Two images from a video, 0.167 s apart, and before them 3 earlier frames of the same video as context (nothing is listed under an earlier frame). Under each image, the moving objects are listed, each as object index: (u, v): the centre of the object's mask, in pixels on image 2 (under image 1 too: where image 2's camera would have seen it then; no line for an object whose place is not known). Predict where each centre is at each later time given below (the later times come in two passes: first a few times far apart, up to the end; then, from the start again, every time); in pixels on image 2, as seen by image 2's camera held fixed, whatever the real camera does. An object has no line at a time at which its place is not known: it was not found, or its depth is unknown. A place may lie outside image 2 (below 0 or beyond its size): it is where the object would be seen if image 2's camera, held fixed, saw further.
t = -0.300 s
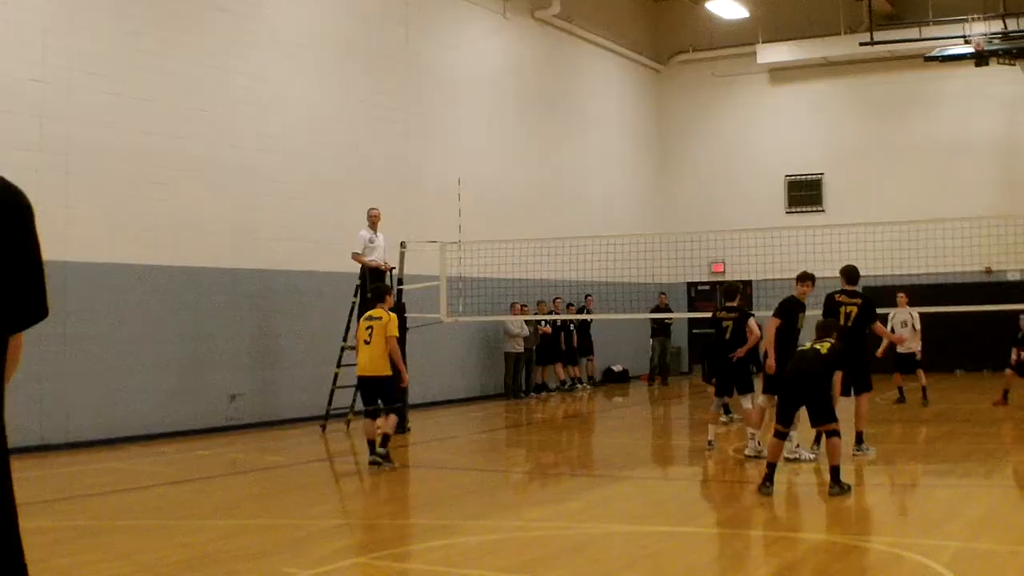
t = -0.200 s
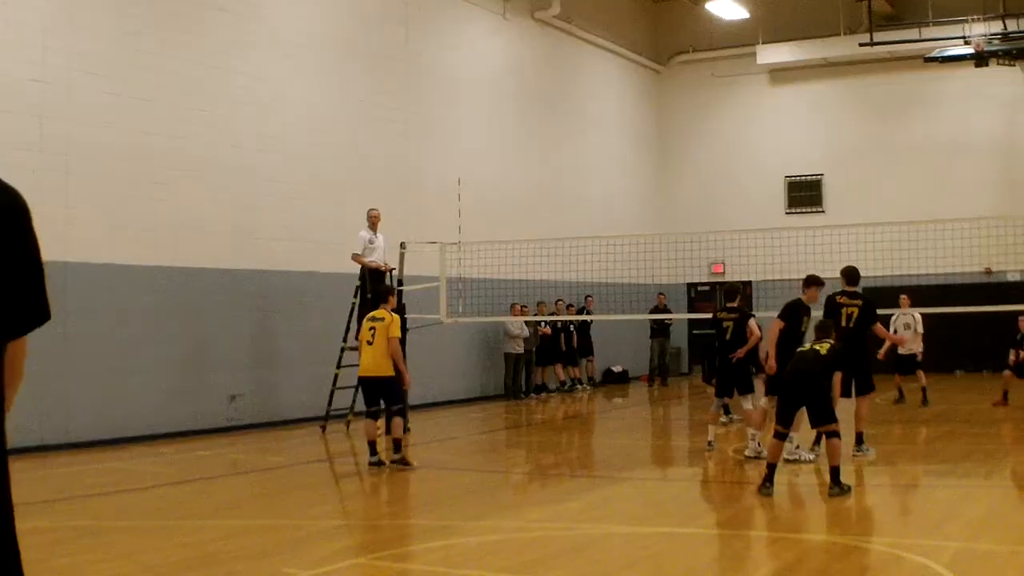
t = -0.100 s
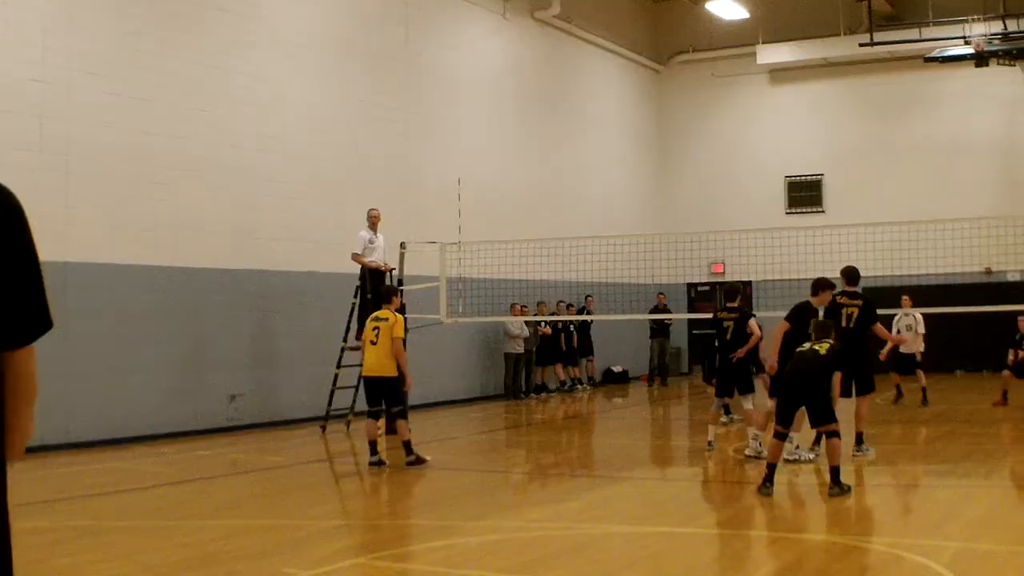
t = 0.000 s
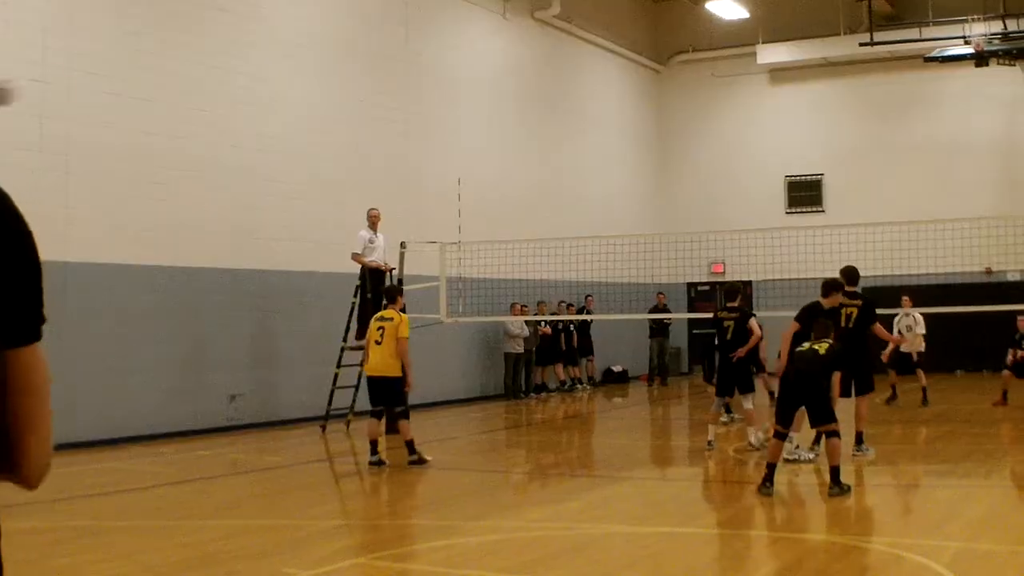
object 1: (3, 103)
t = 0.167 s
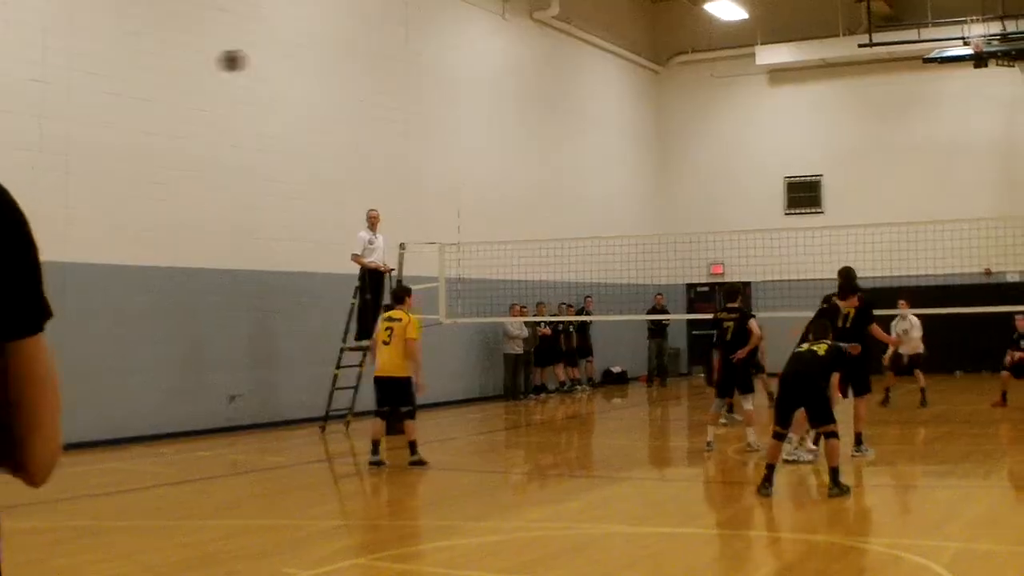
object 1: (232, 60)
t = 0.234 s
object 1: (308, 59)
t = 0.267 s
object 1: (338, 60)
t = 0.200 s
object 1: (272, 58)
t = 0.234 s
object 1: (308, 59)
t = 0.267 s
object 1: (338, 60)
